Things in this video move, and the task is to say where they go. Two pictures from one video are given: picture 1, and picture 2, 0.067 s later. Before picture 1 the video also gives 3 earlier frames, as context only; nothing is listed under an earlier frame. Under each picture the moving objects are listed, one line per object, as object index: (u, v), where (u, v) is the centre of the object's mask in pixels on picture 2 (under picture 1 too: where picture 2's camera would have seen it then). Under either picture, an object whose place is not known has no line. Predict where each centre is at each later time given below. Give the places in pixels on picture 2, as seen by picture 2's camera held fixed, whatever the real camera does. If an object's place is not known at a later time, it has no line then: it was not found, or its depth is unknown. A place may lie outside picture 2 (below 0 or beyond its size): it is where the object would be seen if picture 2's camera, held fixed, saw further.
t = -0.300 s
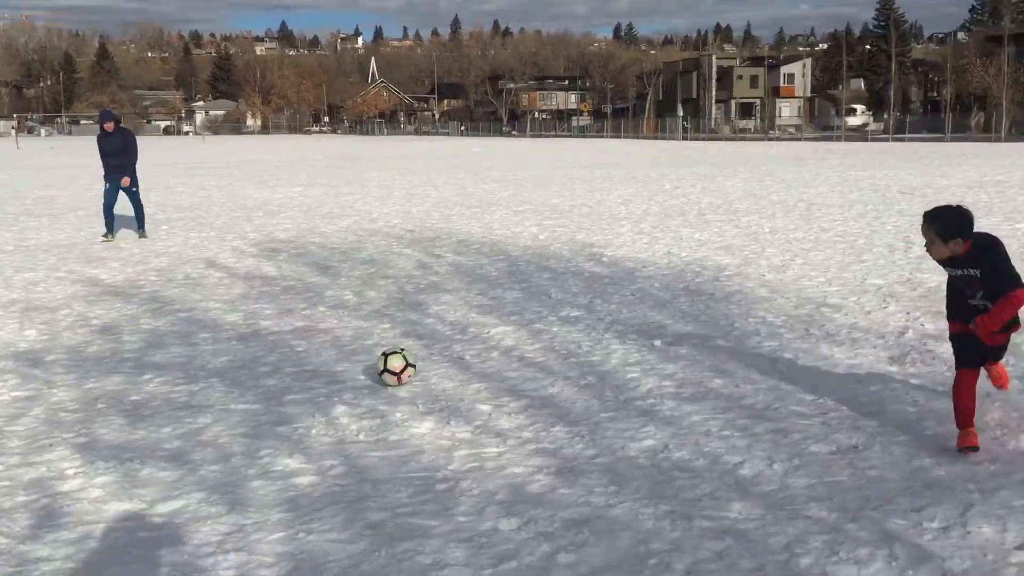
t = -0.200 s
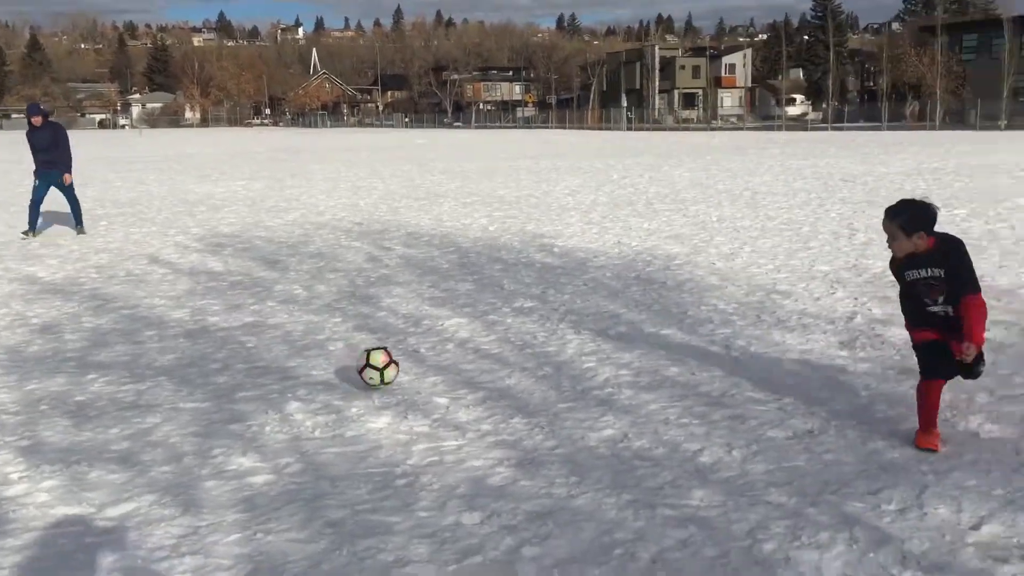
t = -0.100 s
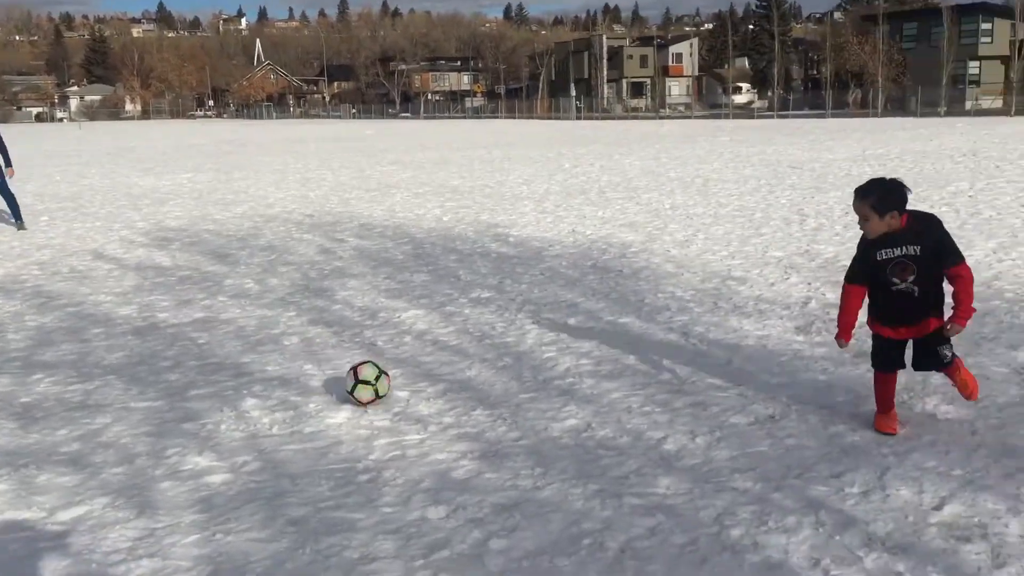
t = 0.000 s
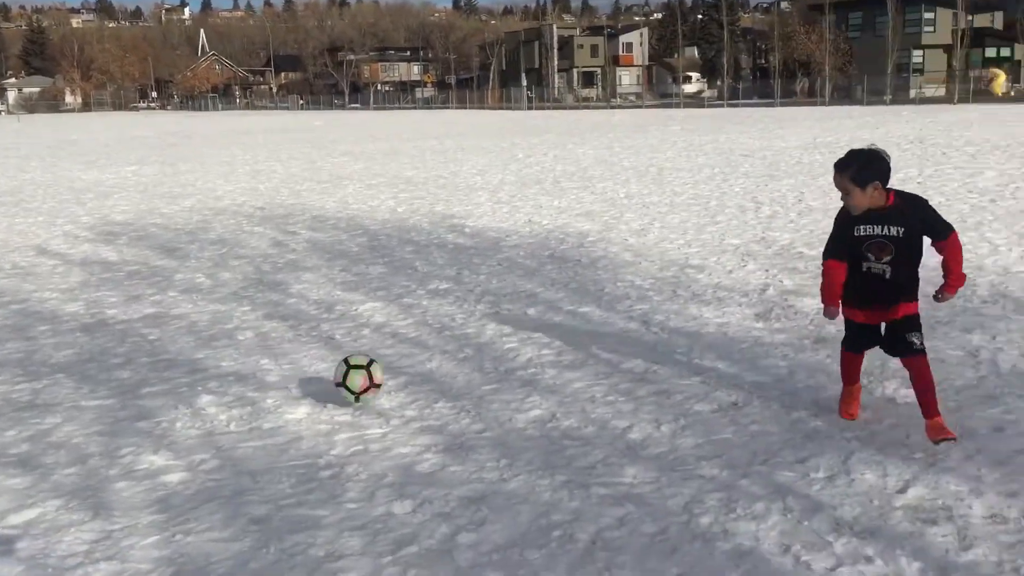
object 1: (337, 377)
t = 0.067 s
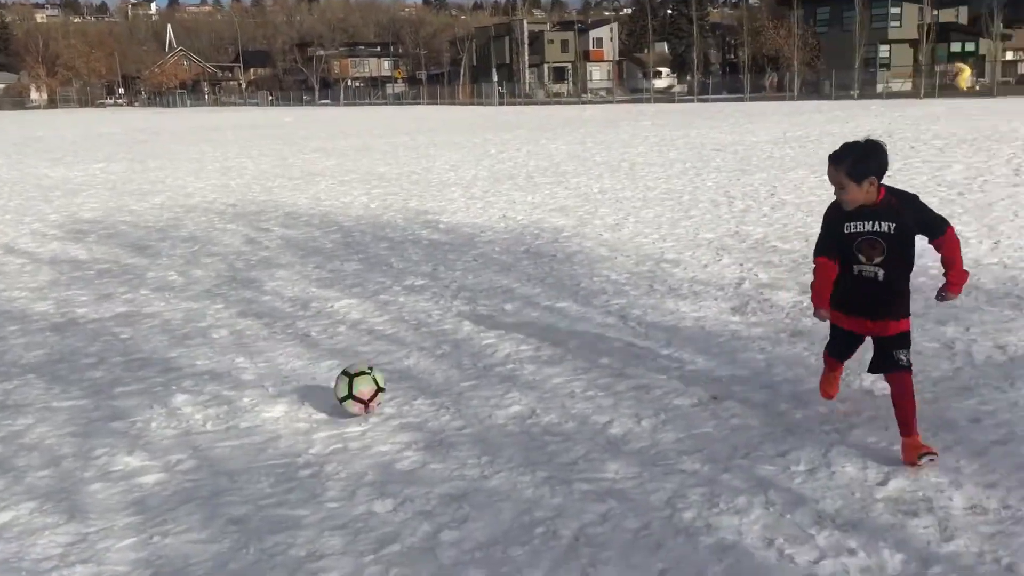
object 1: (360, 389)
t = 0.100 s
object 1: (373, 400)
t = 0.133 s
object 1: (386, 412)
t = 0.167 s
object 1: (397, 412)
